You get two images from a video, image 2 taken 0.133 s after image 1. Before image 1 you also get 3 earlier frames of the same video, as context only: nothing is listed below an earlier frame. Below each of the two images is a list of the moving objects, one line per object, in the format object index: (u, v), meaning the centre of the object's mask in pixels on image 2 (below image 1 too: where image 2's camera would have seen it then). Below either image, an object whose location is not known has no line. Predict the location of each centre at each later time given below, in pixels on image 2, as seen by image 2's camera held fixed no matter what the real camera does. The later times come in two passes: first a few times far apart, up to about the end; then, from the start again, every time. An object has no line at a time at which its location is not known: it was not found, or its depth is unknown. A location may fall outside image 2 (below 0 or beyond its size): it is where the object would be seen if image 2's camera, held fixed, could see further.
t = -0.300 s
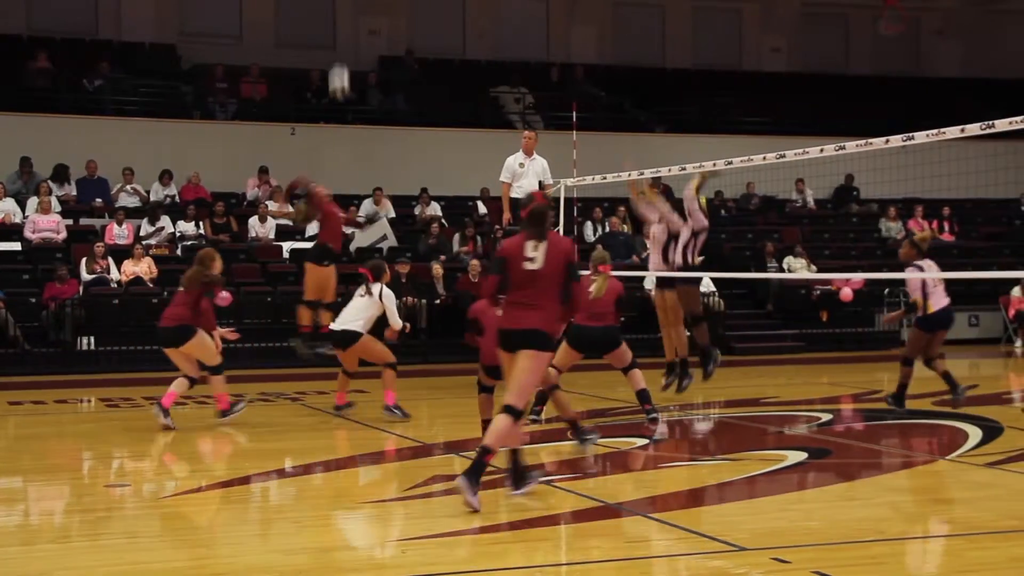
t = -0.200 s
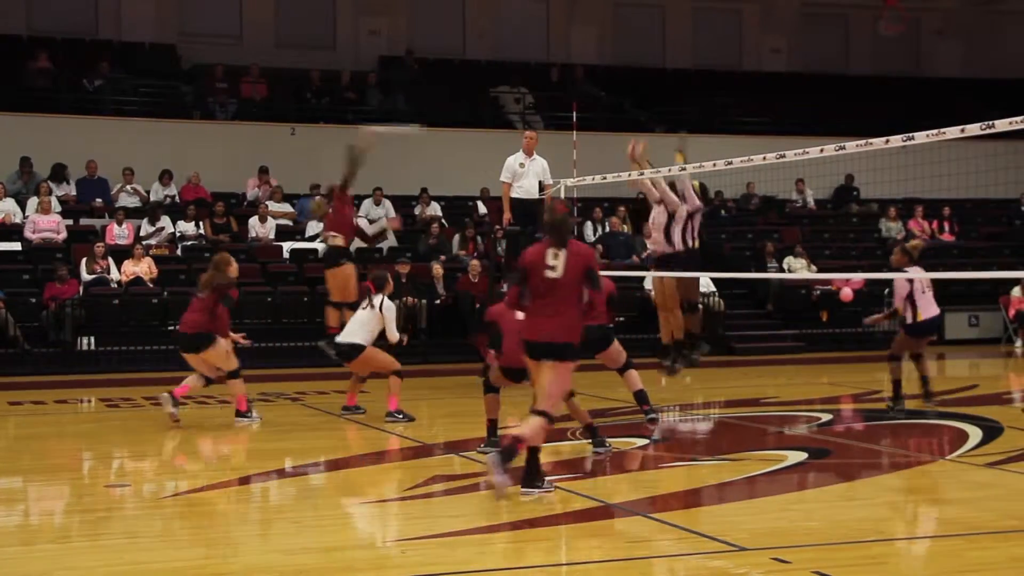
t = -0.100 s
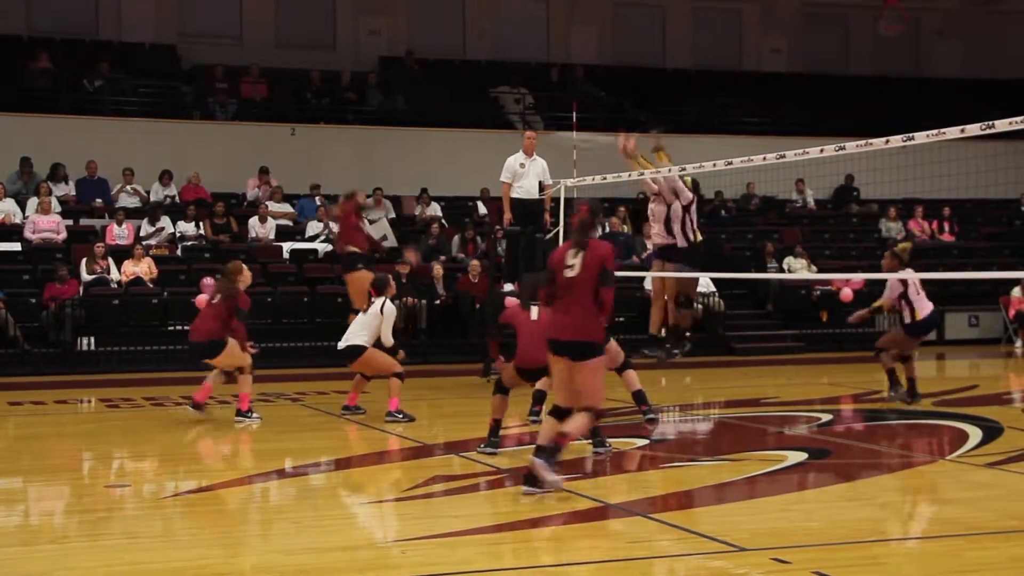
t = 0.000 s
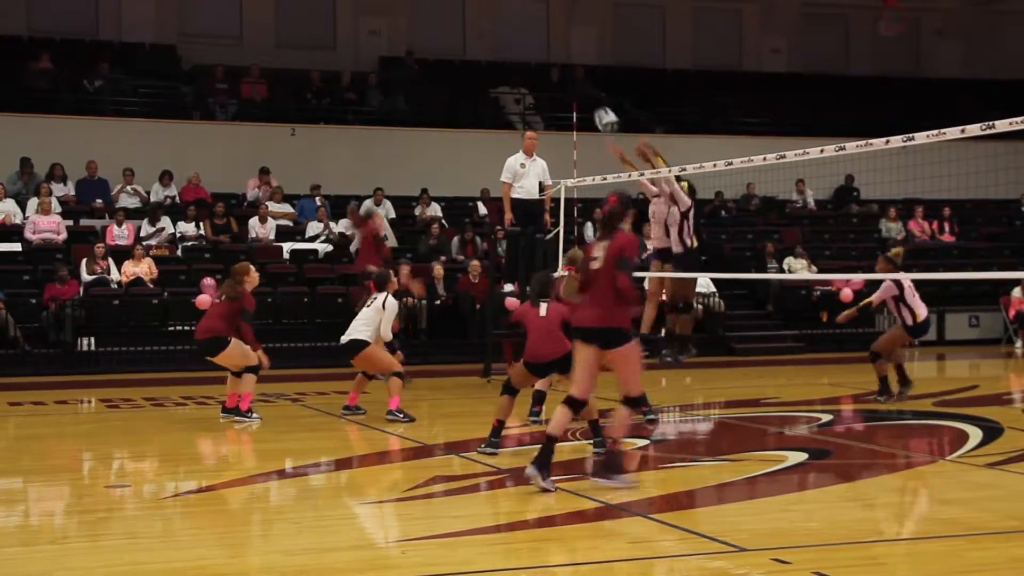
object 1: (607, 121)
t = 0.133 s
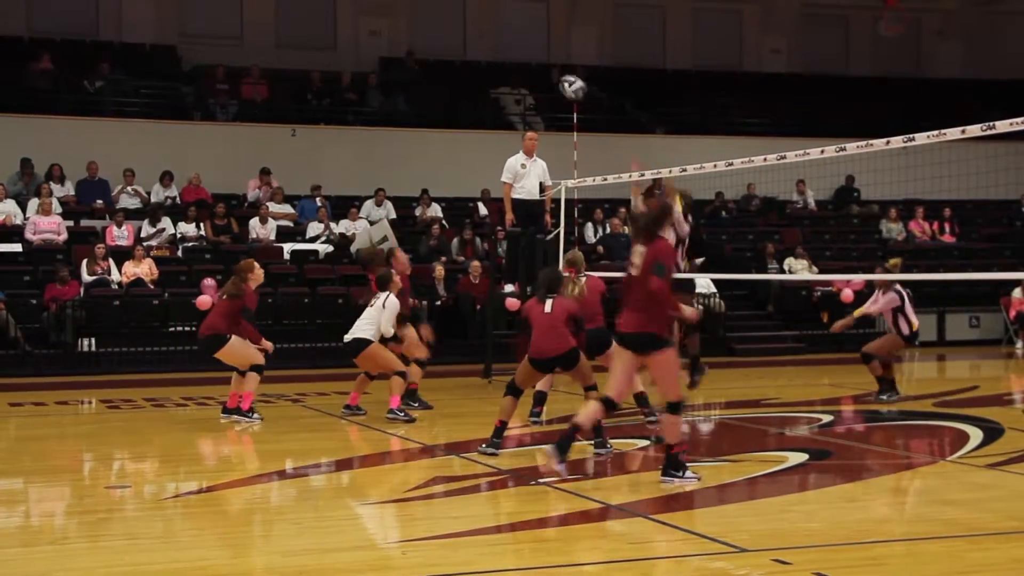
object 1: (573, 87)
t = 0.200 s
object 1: (555, 77)
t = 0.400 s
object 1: (500, 73)
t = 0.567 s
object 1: (454, 103)
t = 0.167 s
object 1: (563, 82)
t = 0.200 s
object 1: (555, 77)
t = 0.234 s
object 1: (546, 73)
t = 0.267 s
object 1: (537, 71)
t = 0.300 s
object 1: (527, 69)
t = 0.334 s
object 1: (519, 69)
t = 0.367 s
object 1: (510, 70)
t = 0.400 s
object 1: (500, 73)
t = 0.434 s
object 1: (492, 76)
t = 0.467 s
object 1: (482, 81)
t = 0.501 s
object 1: (473, 87)
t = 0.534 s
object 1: (463, 94)
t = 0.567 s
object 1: (454, 103)
